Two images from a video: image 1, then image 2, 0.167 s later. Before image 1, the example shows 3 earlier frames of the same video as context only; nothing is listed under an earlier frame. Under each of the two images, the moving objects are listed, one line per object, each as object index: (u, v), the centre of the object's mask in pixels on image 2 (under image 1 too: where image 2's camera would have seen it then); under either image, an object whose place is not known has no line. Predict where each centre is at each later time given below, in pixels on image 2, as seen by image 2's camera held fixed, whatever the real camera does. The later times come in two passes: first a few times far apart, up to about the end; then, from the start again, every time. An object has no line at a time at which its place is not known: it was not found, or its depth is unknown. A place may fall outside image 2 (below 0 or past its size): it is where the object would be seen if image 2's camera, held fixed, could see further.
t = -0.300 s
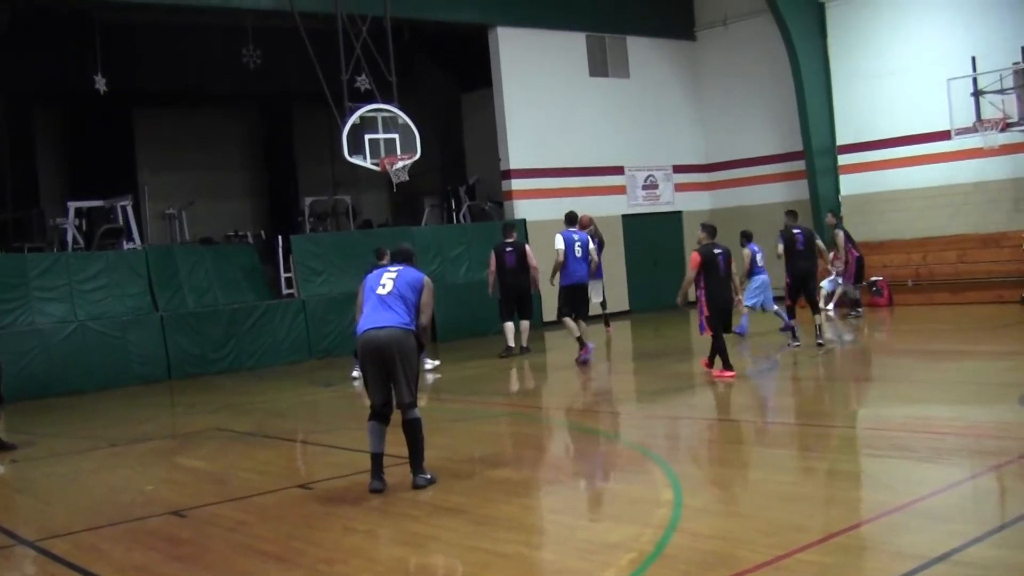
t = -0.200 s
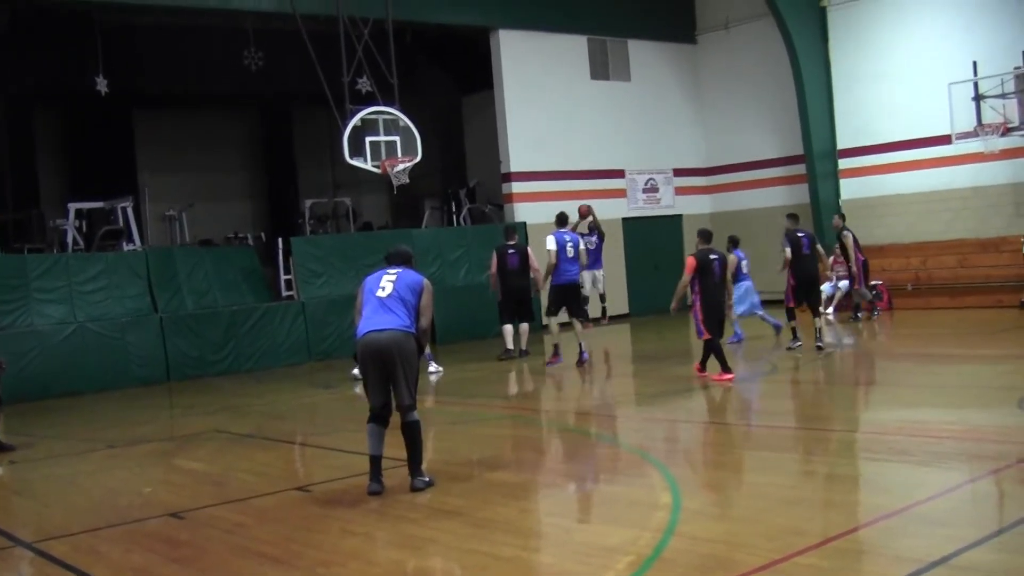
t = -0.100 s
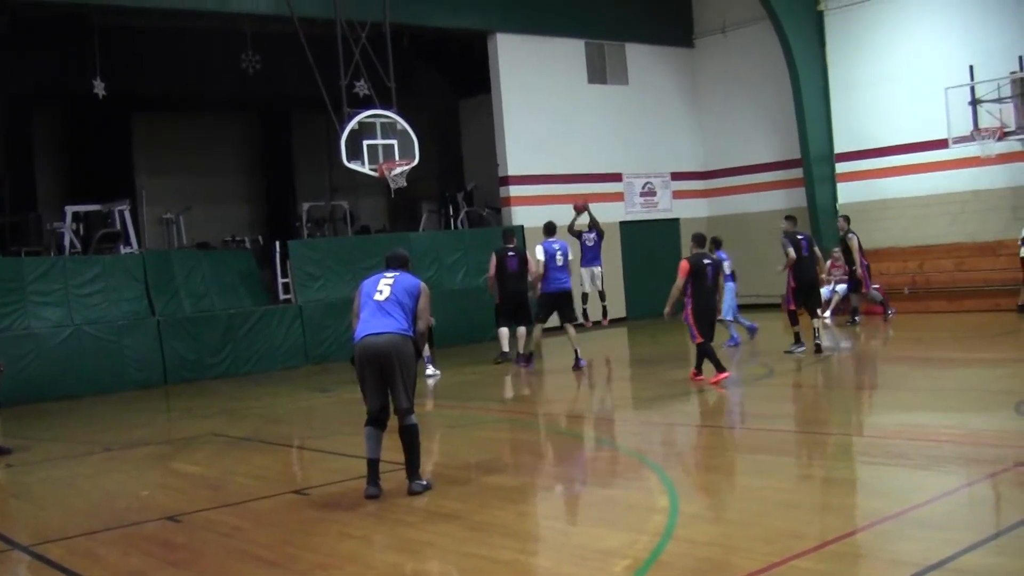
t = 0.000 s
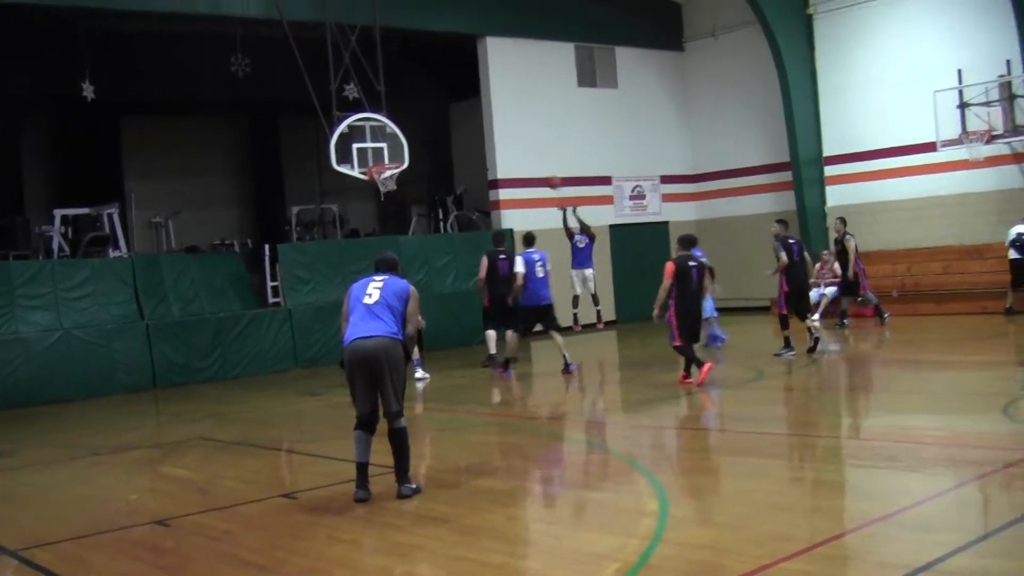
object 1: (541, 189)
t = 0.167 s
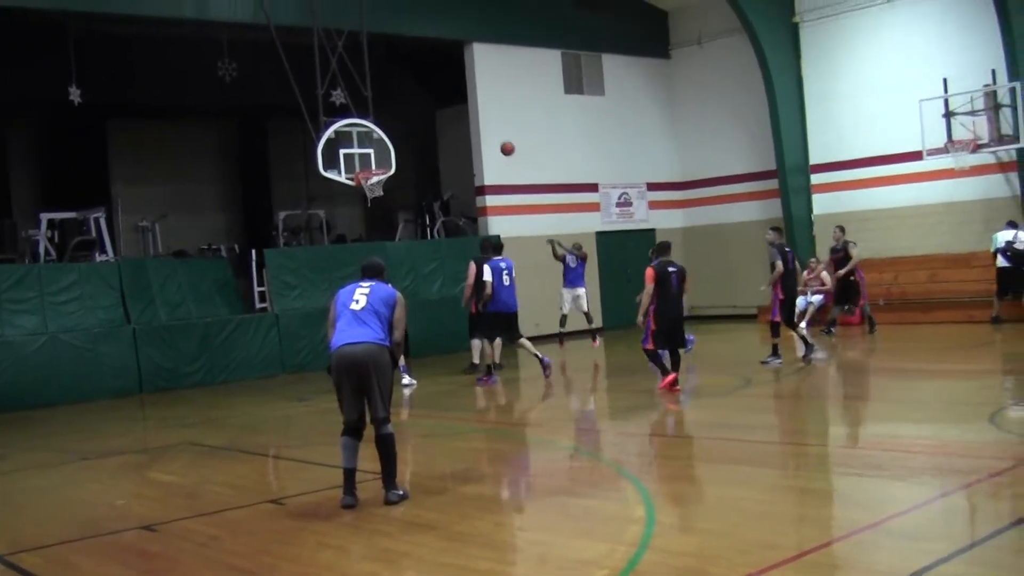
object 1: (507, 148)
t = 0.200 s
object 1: (501, 142)
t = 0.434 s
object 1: (456, 116)
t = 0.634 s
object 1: (418, 121)
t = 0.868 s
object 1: (369, 160)
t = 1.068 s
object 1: (393, 145)
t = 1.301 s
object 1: (436, 145)
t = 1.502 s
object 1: (474, 173)
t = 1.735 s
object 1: (527, 248)
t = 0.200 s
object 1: (501, 142)
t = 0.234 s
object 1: (494, 136)
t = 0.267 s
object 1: (487, 132)
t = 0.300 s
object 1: (480, 127)
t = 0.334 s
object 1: (474, 125)
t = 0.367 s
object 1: (468, 121)
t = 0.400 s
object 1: (462, 118)
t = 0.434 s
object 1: (456, 116)
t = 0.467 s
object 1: (451, 115)
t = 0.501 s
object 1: (445, 114)
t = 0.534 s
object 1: (438, 114)
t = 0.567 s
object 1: (432, 116)
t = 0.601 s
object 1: (425, 118)
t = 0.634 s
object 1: (418, 121)
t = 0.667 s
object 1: (412, 124)
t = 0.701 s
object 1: (404, 128)
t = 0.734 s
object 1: (397, 133)
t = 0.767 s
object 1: (390, 138)
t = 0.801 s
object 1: (381, 144)
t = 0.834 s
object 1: (376, 151)
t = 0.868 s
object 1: (369, 160)
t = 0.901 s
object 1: (363, 166)
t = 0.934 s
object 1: (368, 161)
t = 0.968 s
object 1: (373, 157)
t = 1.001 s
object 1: (381, 150)
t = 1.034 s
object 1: (386, 148)
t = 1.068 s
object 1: (393, 145)
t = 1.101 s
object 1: (400, 143)
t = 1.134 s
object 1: (406, 142)
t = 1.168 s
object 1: (412, 141)
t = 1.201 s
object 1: (418, 141)
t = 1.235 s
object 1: (424, 141)
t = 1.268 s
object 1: (430, 143)
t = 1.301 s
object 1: (436, 145)
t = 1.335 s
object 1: (442, 147)
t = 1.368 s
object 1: (448, 150)
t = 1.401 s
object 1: (455, 154)
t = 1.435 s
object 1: (462, 160)
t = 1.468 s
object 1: (468, 166)
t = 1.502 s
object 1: (474, 173)
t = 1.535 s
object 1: (482, 181)
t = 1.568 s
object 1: (489, 191)
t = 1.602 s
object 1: (497, 201)
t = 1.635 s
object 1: (503, 211)
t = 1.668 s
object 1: (510, 223)
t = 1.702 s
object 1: (519, 235)
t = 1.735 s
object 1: (527, 248)
